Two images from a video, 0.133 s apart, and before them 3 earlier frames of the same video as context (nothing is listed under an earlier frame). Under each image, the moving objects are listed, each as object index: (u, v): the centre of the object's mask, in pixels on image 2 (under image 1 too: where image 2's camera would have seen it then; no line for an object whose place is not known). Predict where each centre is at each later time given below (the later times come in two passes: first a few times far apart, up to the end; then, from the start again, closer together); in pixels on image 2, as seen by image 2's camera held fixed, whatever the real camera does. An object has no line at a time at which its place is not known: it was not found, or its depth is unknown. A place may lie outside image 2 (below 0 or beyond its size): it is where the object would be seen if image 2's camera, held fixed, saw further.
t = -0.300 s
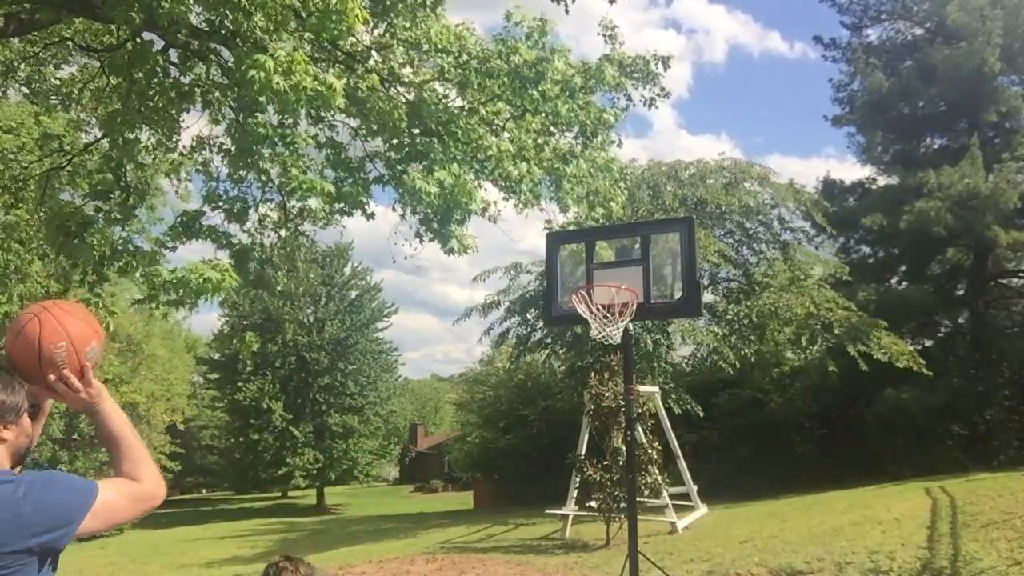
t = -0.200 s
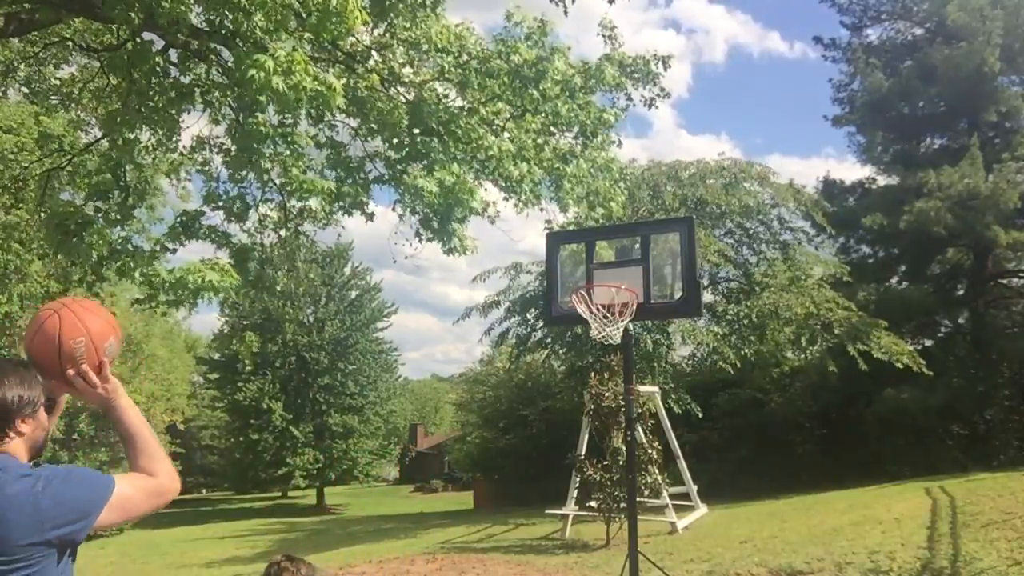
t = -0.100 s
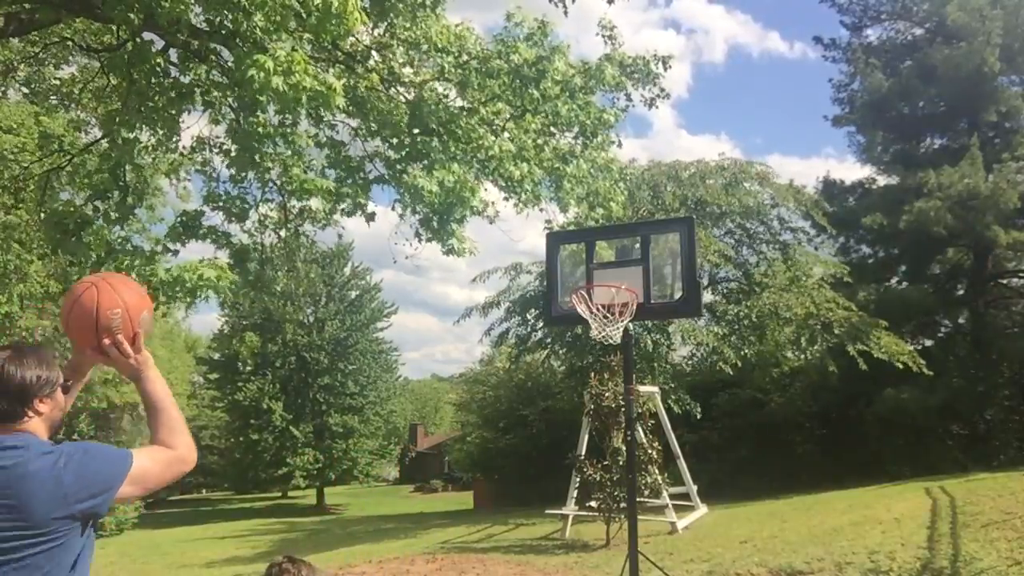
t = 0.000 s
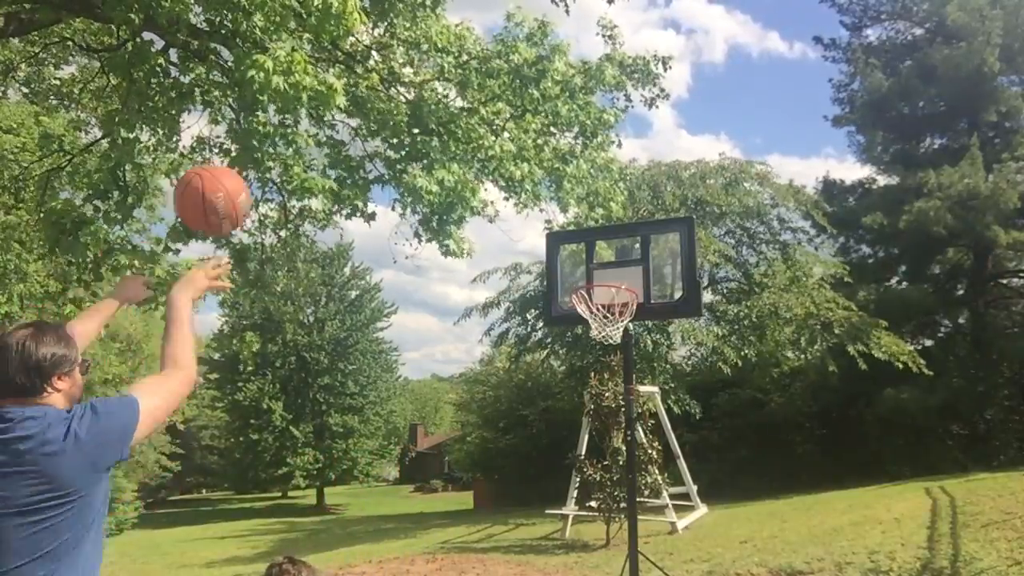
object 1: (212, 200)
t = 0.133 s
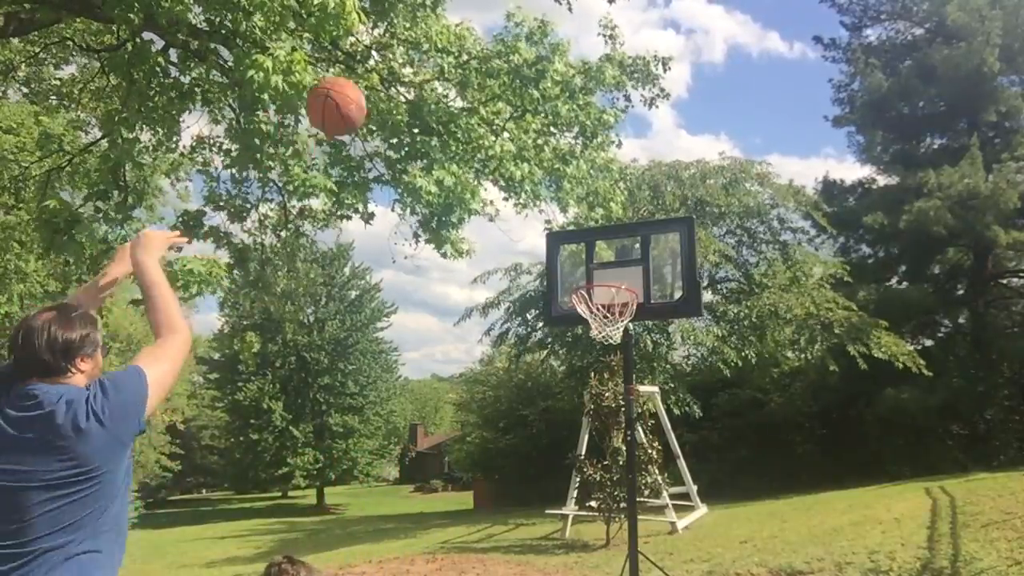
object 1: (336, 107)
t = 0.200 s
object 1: (381, 86)
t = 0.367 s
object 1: (468, 80)
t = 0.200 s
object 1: (381, 86)
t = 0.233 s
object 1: (402, 80)
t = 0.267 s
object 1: (420, 77)
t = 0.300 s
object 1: (436, 76)
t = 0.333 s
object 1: (452, 77)
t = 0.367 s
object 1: (468, 80)
